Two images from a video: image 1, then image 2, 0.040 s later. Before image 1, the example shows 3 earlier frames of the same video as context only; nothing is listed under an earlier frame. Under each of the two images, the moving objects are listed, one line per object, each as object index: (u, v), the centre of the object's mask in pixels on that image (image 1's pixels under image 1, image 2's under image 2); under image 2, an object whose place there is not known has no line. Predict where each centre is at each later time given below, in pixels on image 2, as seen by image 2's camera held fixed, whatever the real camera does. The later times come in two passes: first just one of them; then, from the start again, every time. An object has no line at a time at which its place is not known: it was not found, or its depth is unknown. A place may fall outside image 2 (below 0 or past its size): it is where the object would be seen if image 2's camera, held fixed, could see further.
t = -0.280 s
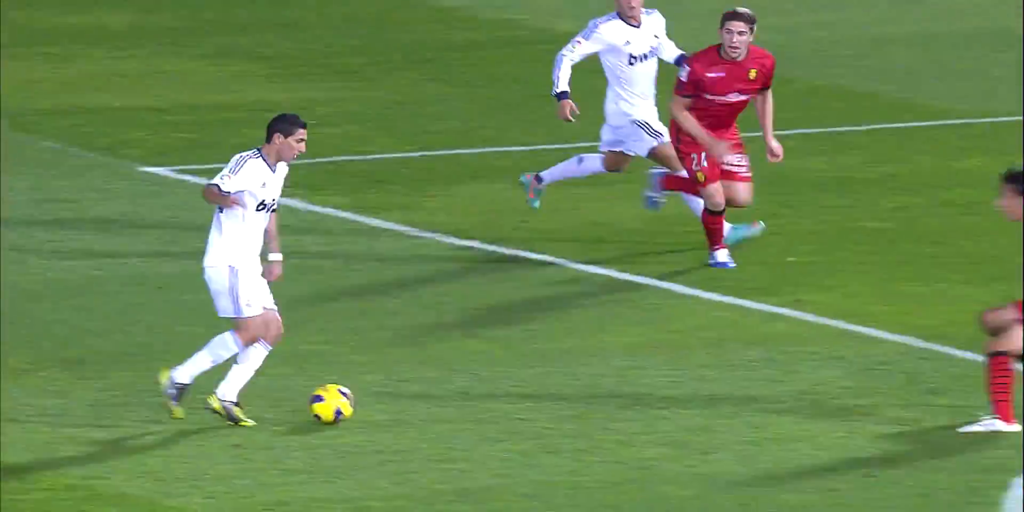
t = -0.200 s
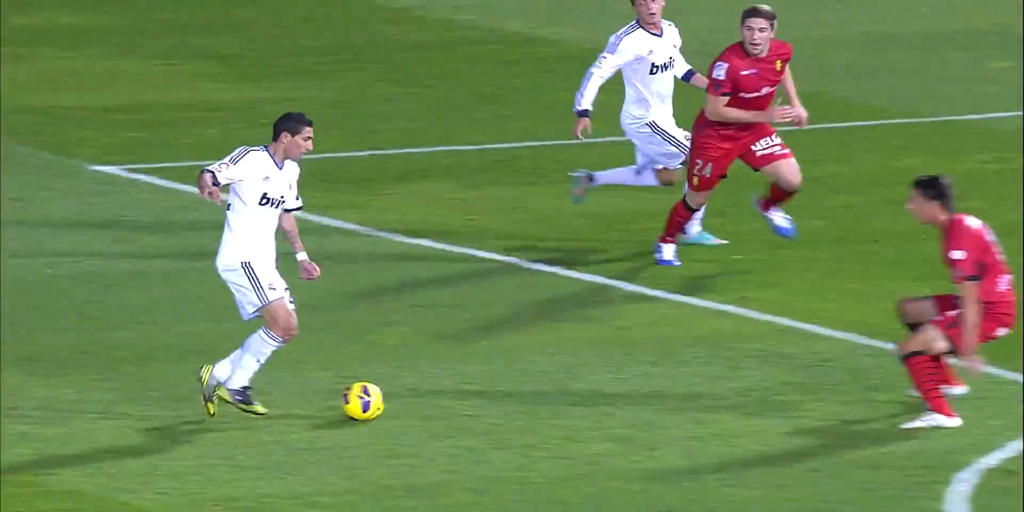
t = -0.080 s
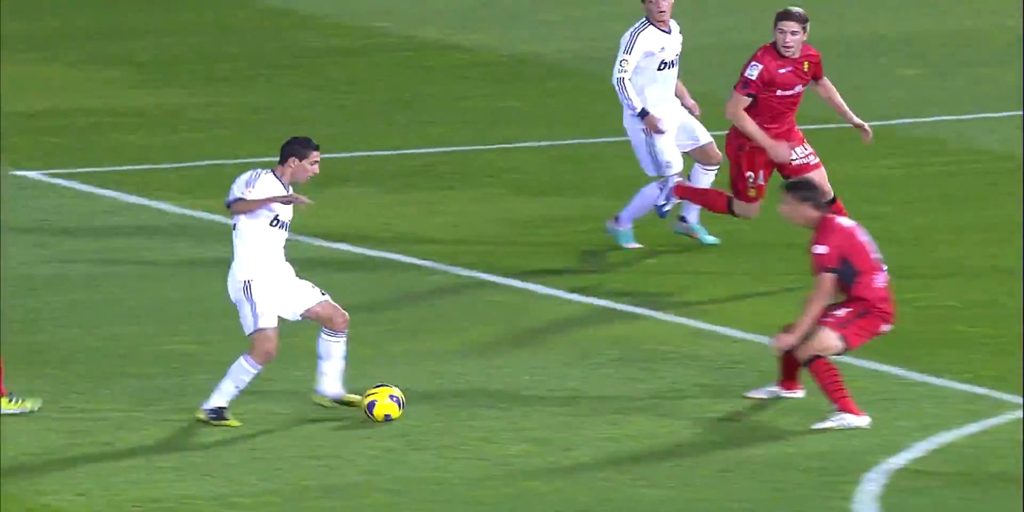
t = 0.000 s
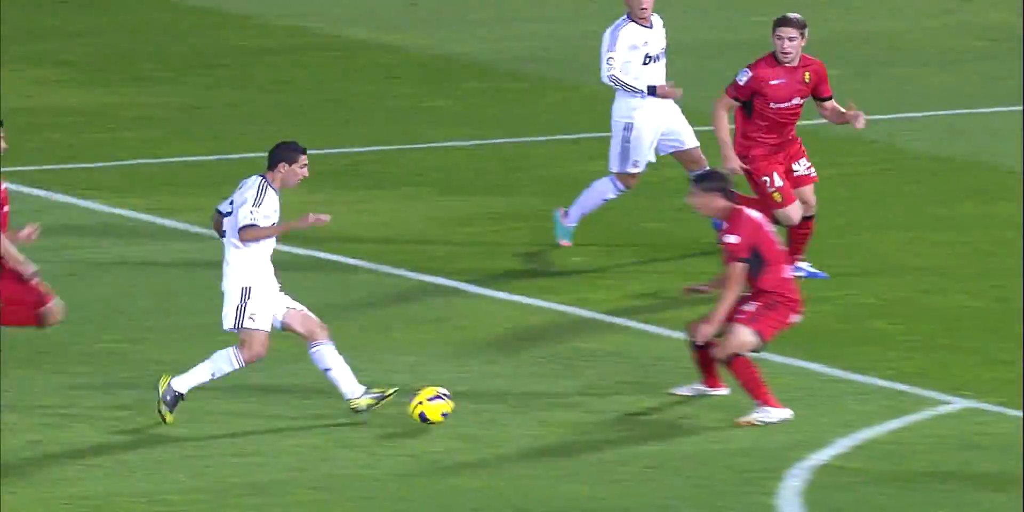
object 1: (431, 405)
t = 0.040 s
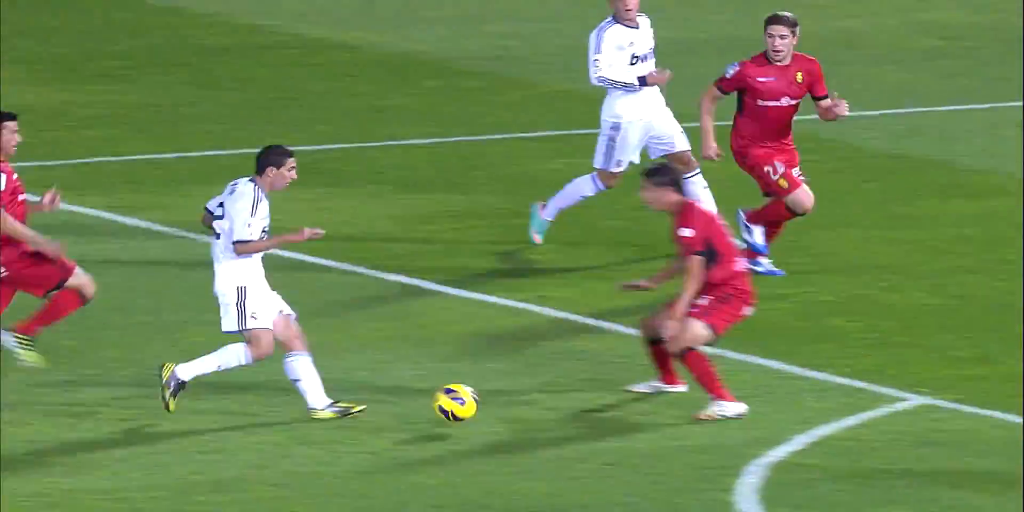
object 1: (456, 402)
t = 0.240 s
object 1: (781, 445)
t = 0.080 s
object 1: (522, 407)
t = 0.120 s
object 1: (589, 414)
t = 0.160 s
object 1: (655, 425)
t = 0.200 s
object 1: (721, 439)
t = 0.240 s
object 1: (781, 445)
